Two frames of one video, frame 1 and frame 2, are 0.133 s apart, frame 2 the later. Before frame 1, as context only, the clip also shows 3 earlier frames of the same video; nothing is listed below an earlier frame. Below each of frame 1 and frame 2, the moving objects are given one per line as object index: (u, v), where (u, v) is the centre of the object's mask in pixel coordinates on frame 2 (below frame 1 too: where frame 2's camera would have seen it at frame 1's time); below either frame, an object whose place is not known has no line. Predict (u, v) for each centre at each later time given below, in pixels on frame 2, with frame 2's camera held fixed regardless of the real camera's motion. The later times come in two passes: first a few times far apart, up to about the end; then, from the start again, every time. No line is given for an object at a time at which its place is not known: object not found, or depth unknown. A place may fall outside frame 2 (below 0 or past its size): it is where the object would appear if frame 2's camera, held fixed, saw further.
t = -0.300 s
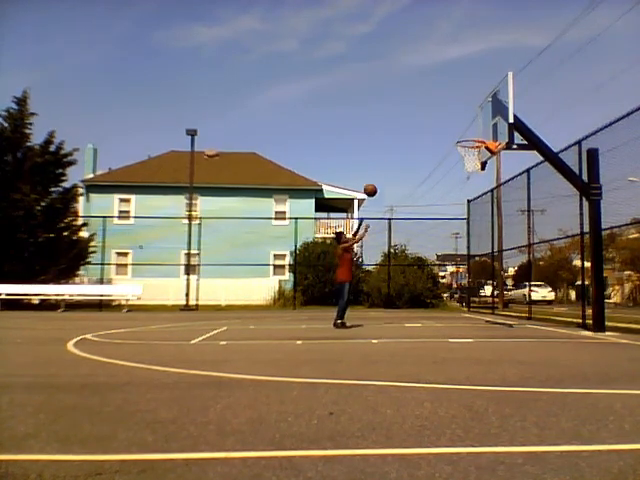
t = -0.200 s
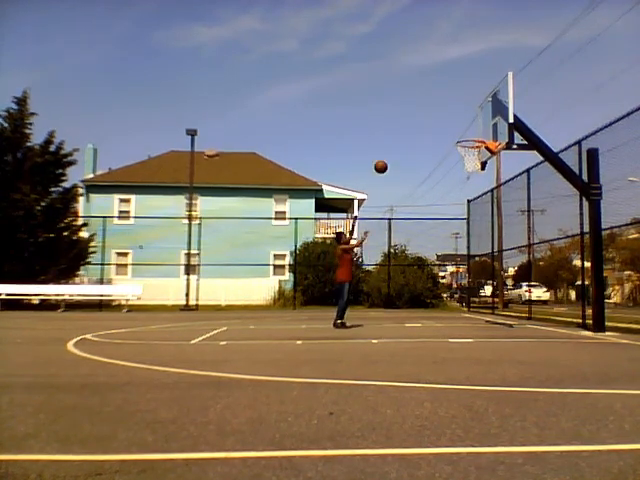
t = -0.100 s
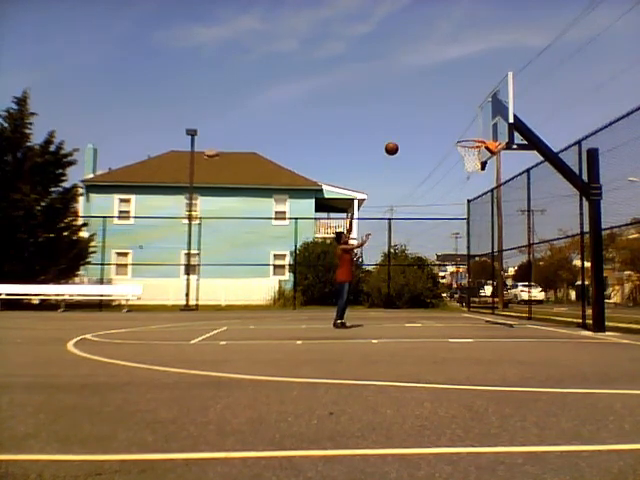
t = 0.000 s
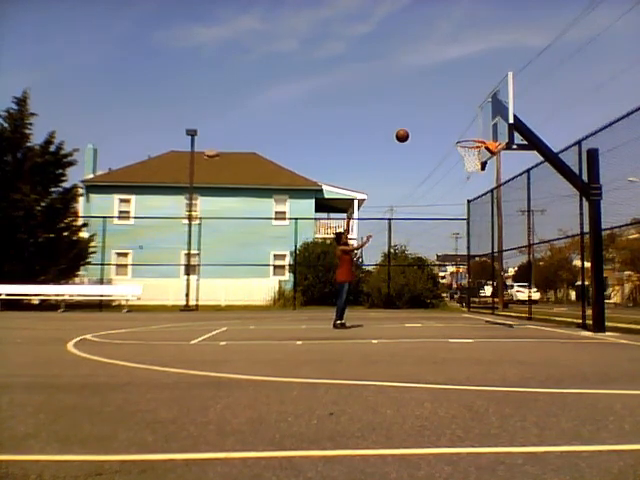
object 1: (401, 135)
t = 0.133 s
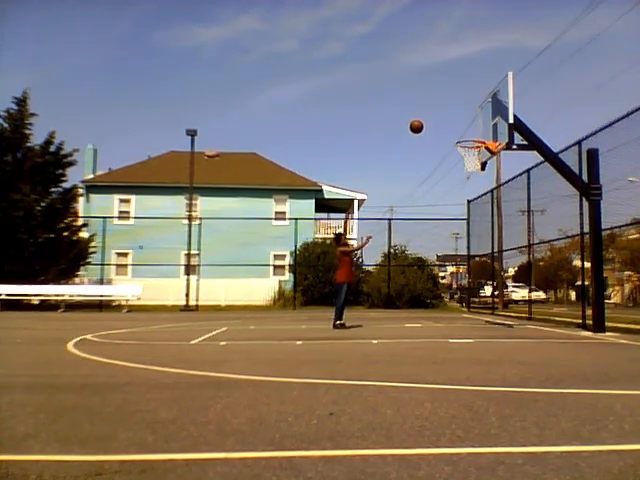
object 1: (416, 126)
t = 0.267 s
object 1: (430, 127)
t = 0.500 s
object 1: (445, 151)
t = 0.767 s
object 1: (415, 208)
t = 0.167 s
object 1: (419, 125)
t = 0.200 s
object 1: (423, 125)
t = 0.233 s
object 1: (426, 126)
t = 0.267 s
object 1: (430, 127)
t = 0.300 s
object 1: (434, 129)
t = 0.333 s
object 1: (438, 131)
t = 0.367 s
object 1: (441, 134)
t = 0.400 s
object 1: (445, 138)
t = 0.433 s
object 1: (449, 142)
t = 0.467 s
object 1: (449, 146)
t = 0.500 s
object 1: (445, 151)
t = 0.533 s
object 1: (441, 155)
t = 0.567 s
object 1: (438, 161)
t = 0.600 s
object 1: (434, 167)
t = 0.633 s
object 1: (430, 174)
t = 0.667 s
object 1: (426, 182)
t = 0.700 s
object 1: (422, 190)
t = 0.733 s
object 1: (419, 198)
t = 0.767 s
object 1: (415, 208)
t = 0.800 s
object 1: (412, 217)
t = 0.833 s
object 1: (408, 228)
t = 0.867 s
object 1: (405, 238)
